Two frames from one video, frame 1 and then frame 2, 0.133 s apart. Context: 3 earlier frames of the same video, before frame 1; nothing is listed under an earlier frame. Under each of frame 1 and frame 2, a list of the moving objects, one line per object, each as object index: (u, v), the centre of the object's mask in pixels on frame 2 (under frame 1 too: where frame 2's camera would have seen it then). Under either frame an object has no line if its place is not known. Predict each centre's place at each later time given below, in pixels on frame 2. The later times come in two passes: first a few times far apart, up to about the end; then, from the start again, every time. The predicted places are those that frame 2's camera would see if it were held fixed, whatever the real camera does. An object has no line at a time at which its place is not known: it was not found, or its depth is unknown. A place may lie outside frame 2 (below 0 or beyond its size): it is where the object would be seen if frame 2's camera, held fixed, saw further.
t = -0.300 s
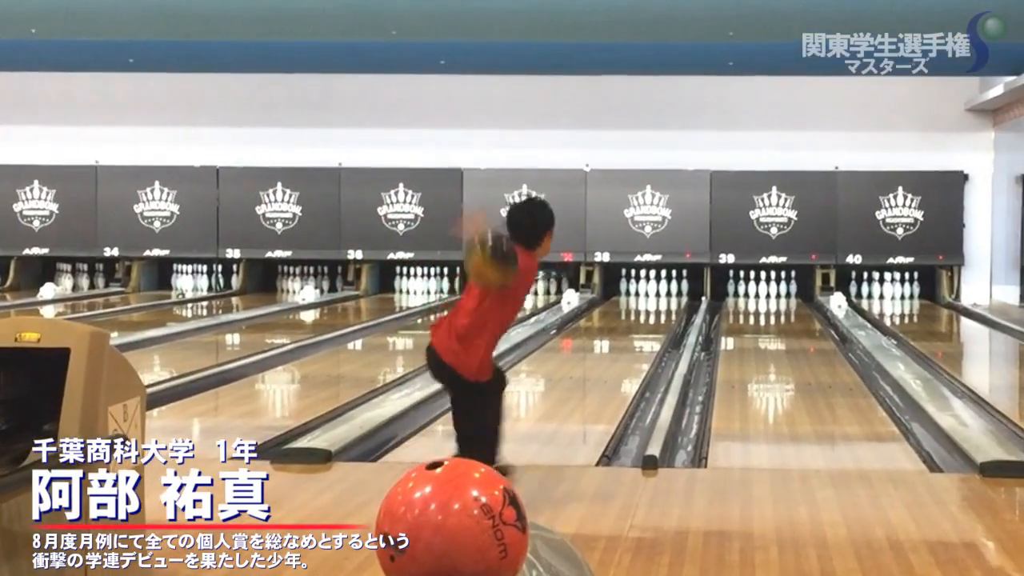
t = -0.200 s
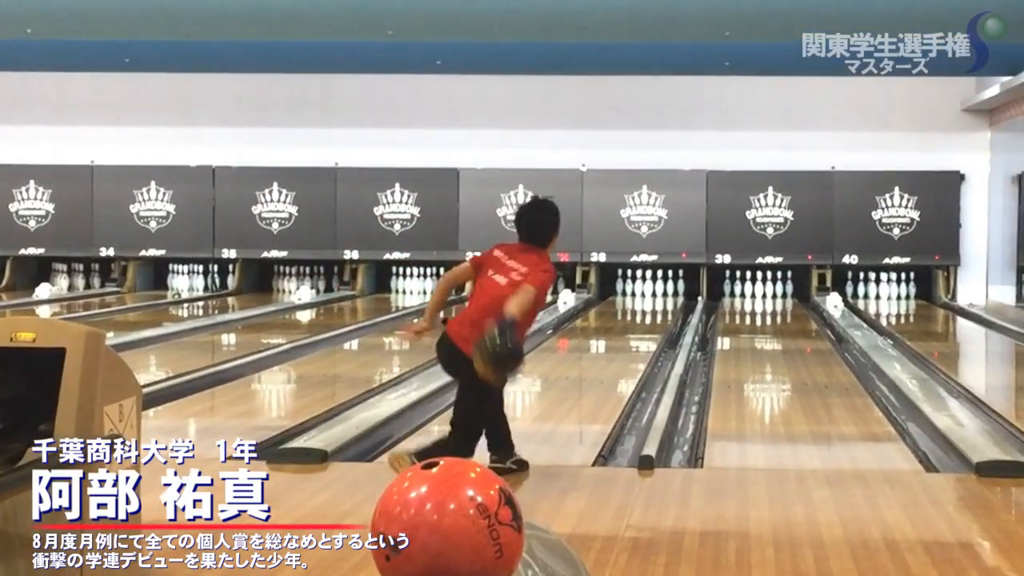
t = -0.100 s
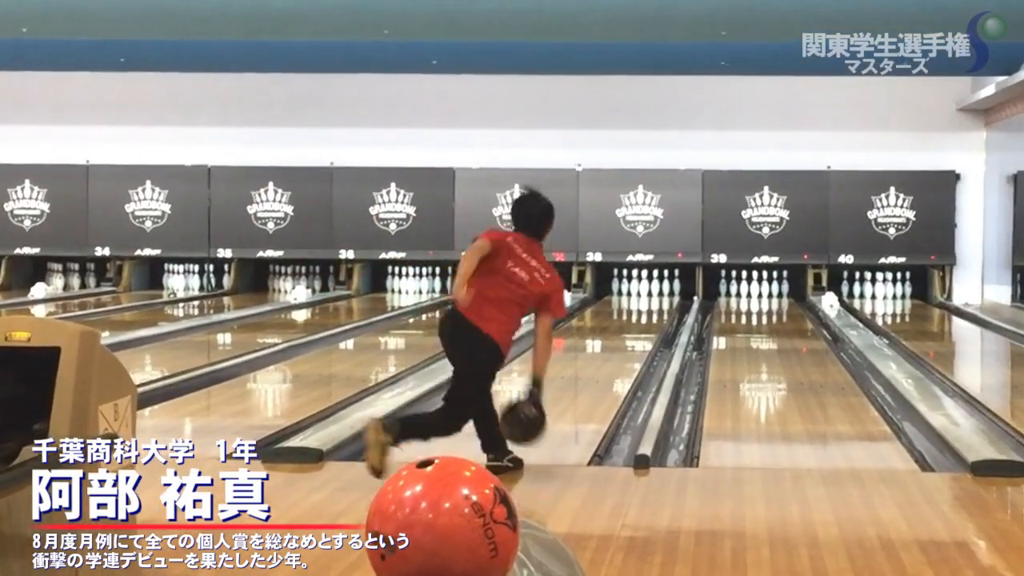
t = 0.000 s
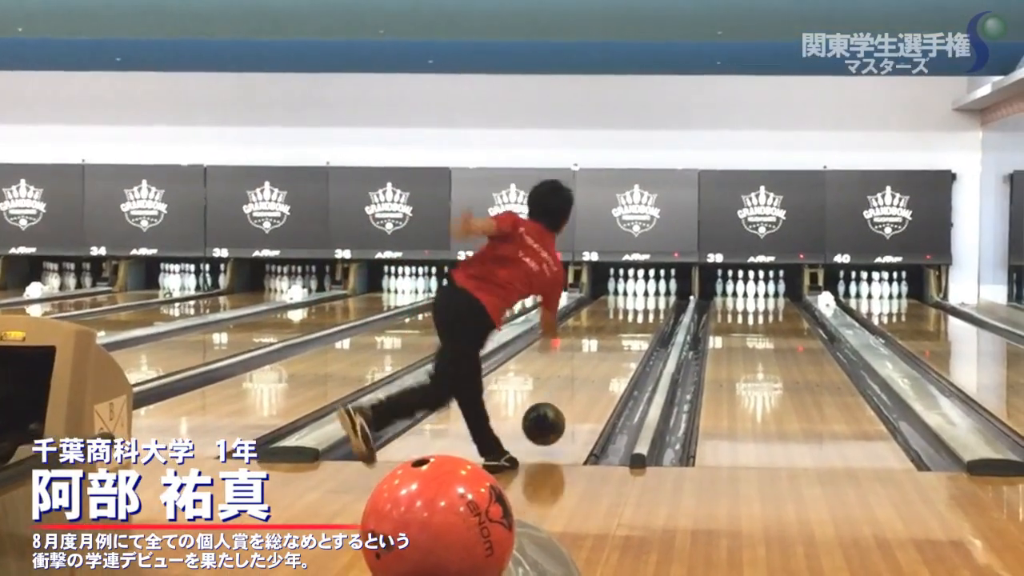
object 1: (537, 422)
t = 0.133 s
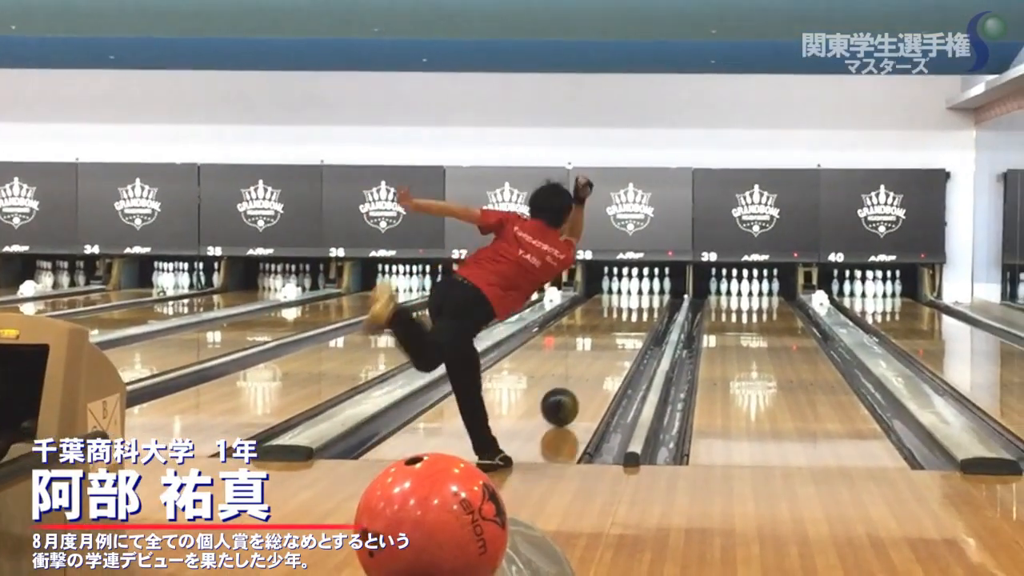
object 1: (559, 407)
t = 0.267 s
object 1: (577, 387)
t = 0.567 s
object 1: (604, 355)
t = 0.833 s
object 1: (618, 334)
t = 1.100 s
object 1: (628, 320)
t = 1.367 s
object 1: (634, 308)
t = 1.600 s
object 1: (638, 300)
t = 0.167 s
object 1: (564, 402)
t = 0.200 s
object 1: (569, 397)
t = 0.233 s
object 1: (573, 392)
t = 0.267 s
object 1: (577, 387)
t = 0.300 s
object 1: (581, 383)
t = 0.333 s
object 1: (584, 379)
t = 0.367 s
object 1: (587, 375)
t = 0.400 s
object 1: (591, 371)
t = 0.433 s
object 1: (594, 368)
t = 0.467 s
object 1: (596, 364)
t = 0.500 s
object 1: (599, 361)
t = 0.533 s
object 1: (601, 358)
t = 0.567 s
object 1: (604, 355)
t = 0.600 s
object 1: (606, 352)
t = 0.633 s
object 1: (608, 349)
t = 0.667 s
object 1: (610, 347)
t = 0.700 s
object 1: (612, 344)
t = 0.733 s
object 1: (613, 342)
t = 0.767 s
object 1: (616, 339)
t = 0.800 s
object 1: (617, 337)
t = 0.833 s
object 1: (618, 334)
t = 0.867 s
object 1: (620, 333)
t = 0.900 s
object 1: (621, 331)
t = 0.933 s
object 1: (623, 329)
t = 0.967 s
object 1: (624, 326)
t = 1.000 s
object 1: (625, 325)
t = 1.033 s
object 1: (626, 323)
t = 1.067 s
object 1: (626, 321)
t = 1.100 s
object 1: (628, 320)
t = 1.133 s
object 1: (629, 319)
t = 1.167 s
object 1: (630, 316)
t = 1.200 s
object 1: (631, 315)
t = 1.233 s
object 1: (632, 313)
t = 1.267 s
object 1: (633, 313)
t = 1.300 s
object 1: (634, 311)
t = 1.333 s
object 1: (634, 310)
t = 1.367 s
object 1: (634, 308)
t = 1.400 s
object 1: (635, 306)
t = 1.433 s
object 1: (636, 305)
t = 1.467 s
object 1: (636, 304)
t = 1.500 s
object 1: (637, 303)
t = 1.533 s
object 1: (638, 302)
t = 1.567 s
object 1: (638, 301)
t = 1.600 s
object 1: (638, 300)
